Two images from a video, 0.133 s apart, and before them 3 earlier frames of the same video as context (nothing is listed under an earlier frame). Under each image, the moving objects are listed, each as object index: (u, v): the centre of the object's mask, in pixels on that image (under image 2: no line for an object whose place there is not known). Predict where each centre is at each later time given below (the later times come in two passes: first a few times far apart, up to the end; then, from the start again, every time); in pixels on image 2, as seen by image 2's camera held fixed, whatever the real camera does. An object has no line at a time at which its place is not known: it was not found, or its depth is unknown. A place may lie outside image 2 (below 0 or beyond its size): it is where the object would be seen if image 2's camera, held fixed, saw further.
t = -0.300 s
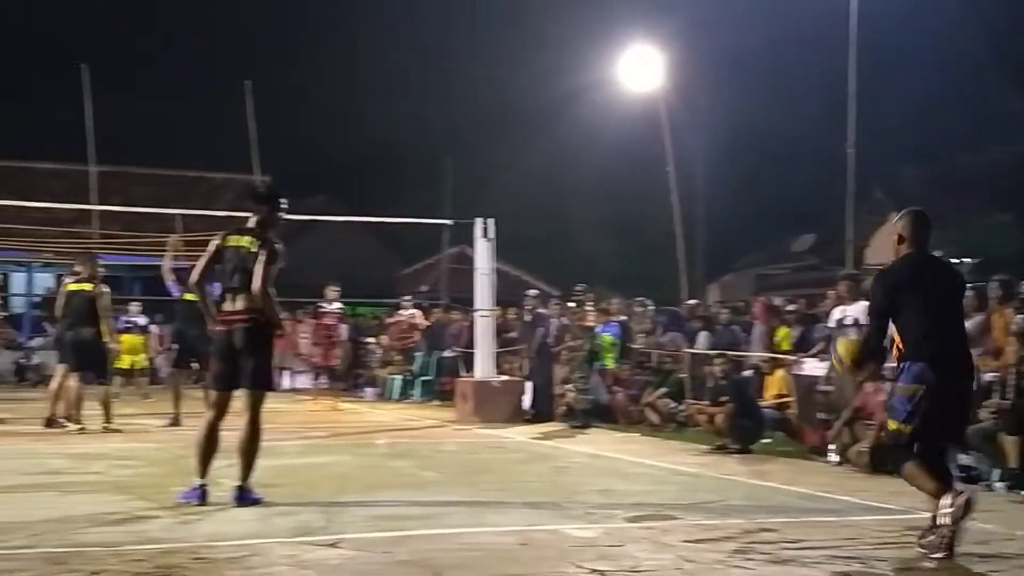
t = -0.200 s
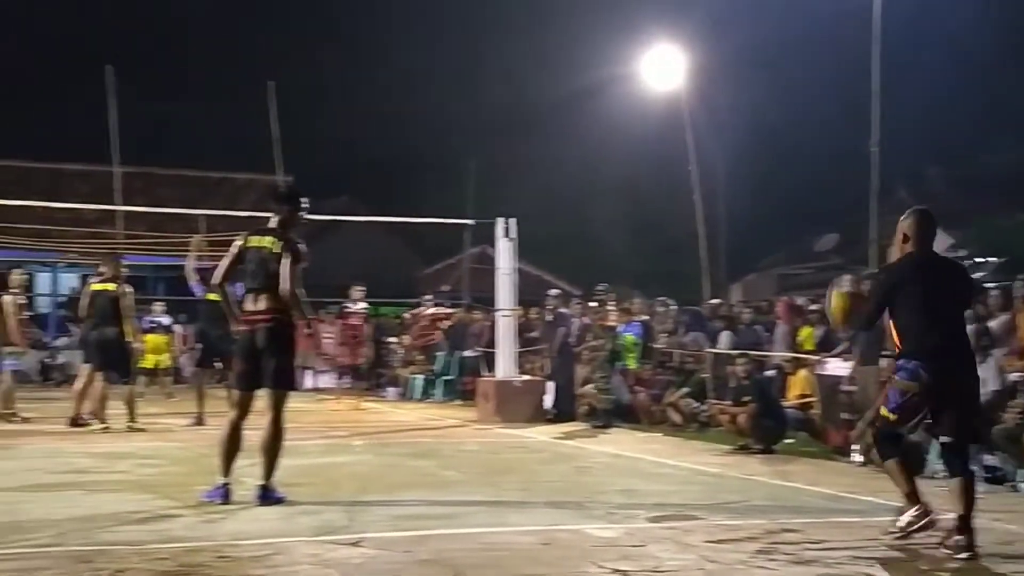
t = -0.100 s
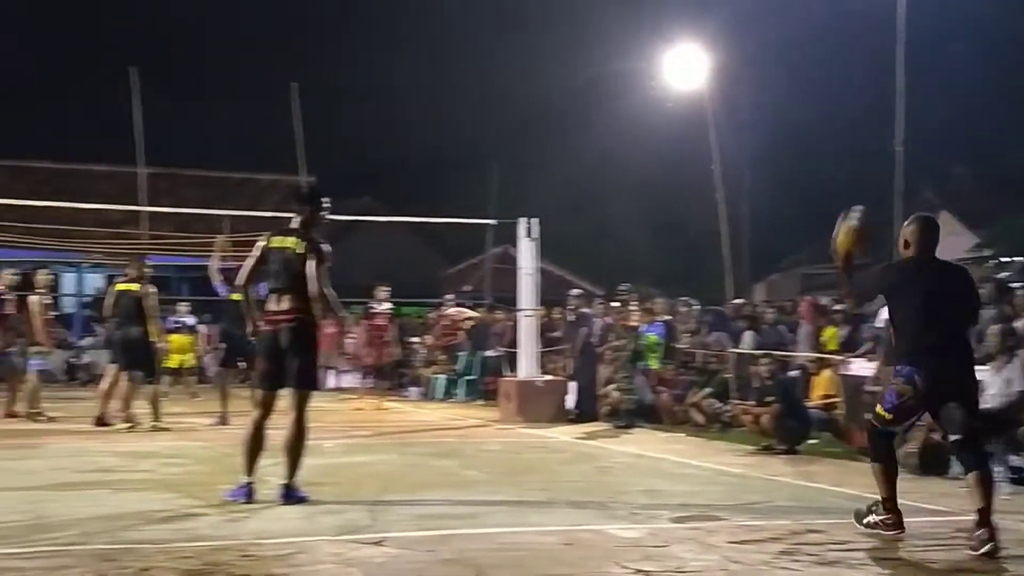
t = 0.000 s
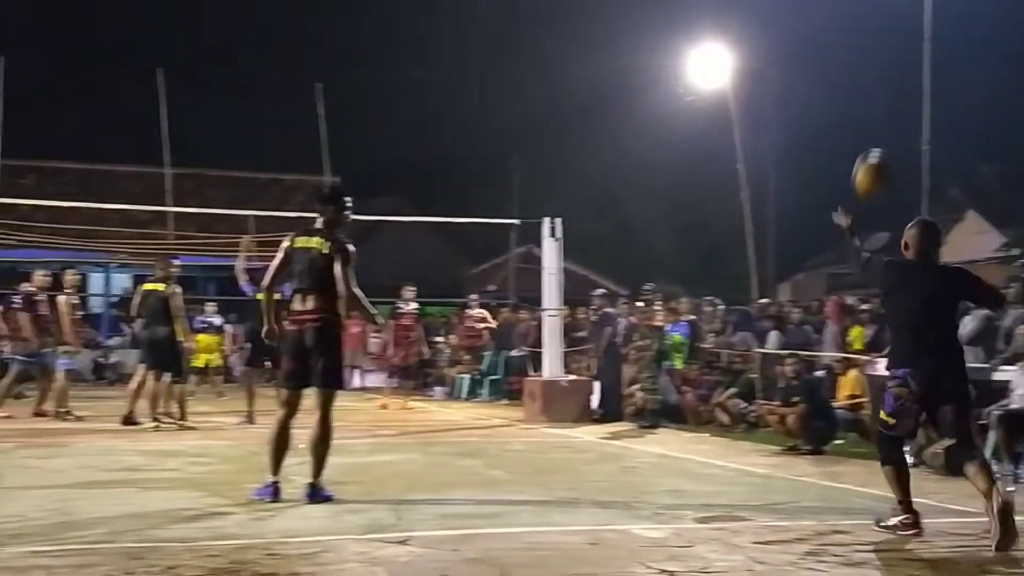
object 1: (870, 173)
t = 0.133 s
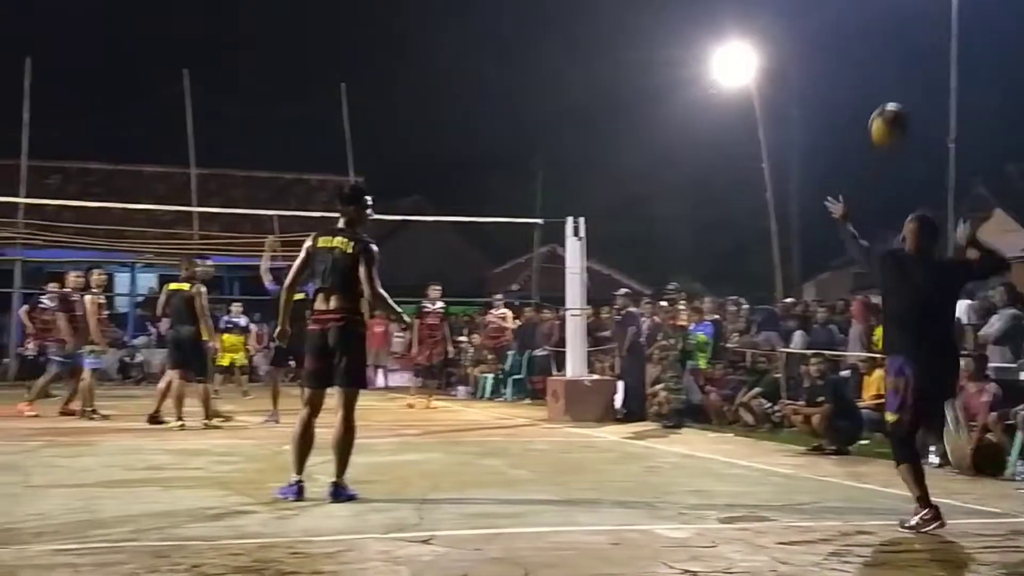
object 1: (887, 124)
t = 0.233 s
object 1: (879, 112)
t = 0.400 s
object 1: (867, 125)
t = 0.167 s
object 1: (885, 118)
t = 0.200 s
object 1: (882, 114)
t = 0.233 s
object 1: (879, 112)
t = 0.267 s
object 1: (877, 111)
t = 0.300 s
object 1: (875, 112)
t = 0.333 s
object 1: (873, 115)
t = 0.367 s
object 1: (870, 119)
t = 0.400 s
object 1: (867, 125)
